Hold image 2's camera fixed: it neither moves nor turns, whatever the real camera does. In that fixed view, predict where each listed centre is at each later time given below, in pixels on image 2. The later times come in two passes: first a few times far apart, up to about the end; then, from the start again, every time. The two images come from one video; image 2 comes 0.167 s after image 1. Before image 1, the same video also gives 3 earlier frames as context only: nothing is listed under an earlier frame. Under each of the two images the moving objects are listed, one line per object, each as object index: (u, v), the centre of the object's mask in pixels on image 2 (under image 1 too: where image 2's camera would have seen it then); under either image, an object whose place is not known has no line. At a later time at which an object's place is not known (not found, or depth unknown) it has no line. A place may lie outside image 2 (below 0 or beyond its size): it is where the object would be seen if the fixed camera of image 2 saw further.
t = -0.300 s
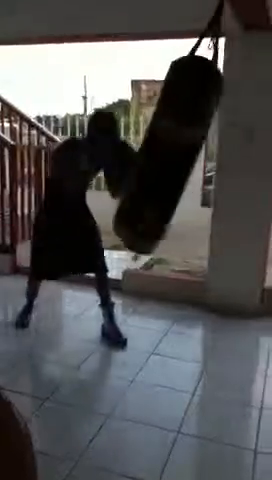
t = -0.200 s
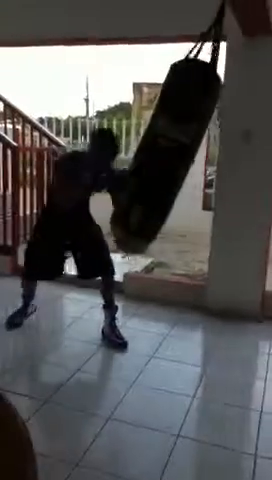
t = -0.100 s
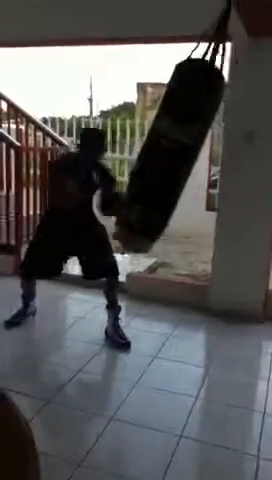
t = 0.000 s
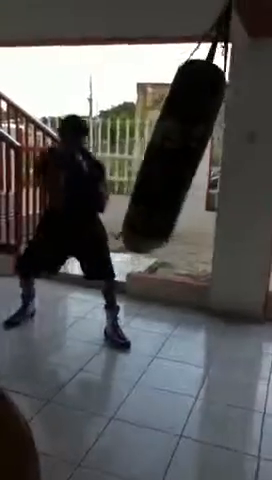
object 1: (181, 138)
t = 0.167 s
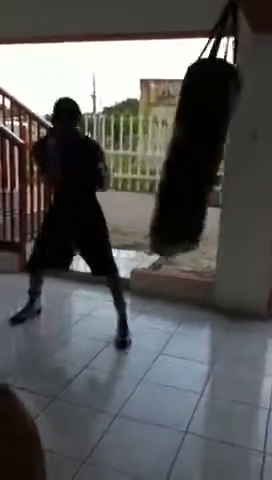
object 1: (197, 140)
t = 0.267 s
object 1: (210, 145)
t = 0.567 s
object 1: (248, 143)
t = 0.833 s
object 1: (259, 113)
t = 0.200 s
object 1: (201, 141)
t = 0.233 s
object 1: (205, 143)
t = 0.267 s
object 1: (210, 145)
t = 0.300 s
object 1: (214, 146)
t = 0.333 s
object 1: (220, 146)
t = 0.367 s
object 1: (225, 148)
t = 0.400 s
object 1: (230, 149)
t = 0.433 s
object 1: (234, 150)
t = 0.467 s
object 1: (239, 151)
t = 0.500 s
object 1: (244, 151)
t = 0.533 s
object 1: (246, 147)
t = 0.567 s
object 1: (248, 143)
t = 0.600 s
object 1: (251, 138)
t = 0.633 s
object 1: (253, 135)
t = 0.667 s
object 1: (255, 131)
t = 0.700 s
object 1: (257, 127)
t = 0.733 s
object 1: (258, 121)
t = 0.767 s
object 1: (258, 116)
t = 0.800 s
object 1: (259, 114)
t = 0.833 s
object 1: (259, 113)
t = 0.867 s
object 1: (259, 112)
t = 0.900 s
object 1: (260, 112)
